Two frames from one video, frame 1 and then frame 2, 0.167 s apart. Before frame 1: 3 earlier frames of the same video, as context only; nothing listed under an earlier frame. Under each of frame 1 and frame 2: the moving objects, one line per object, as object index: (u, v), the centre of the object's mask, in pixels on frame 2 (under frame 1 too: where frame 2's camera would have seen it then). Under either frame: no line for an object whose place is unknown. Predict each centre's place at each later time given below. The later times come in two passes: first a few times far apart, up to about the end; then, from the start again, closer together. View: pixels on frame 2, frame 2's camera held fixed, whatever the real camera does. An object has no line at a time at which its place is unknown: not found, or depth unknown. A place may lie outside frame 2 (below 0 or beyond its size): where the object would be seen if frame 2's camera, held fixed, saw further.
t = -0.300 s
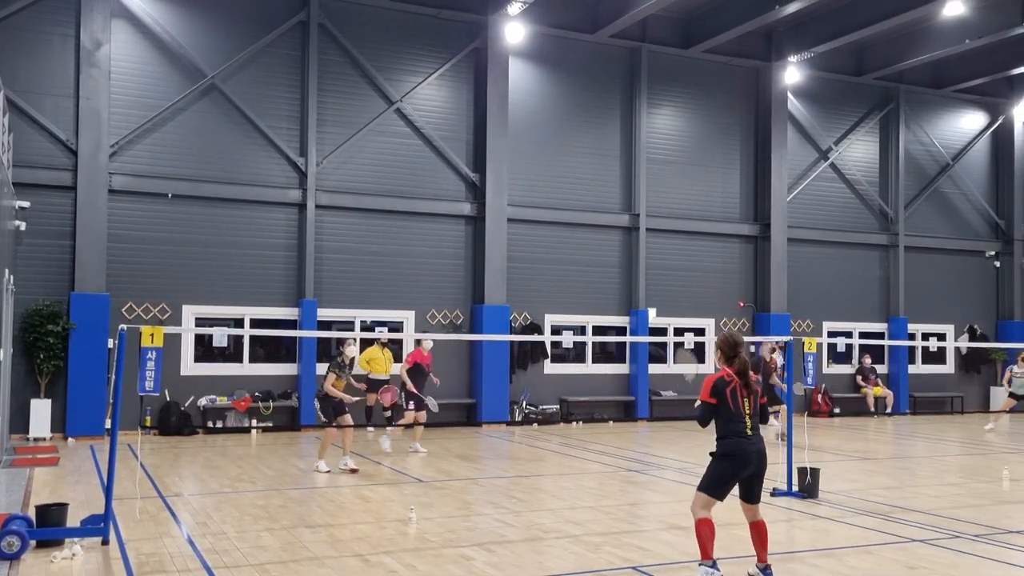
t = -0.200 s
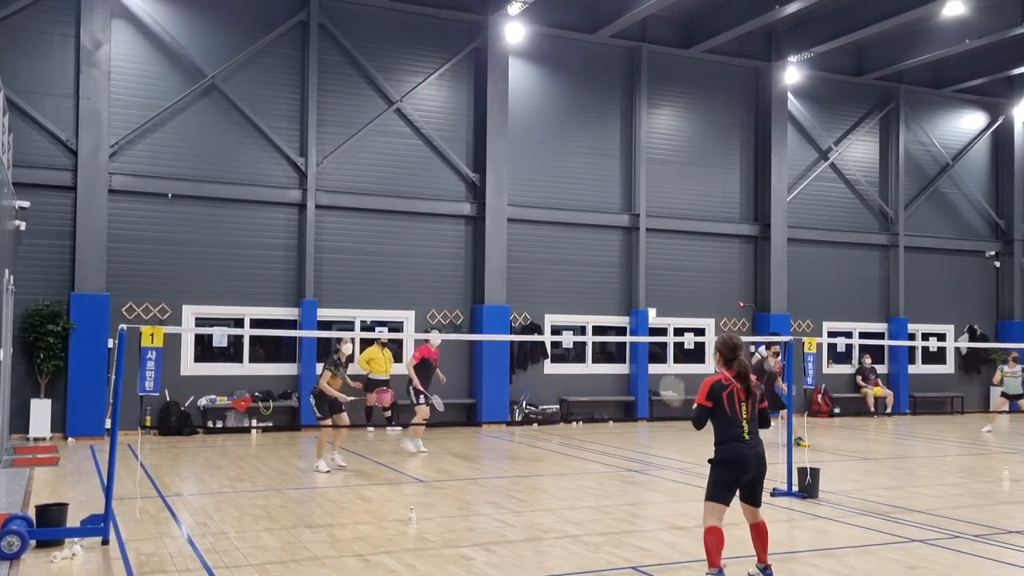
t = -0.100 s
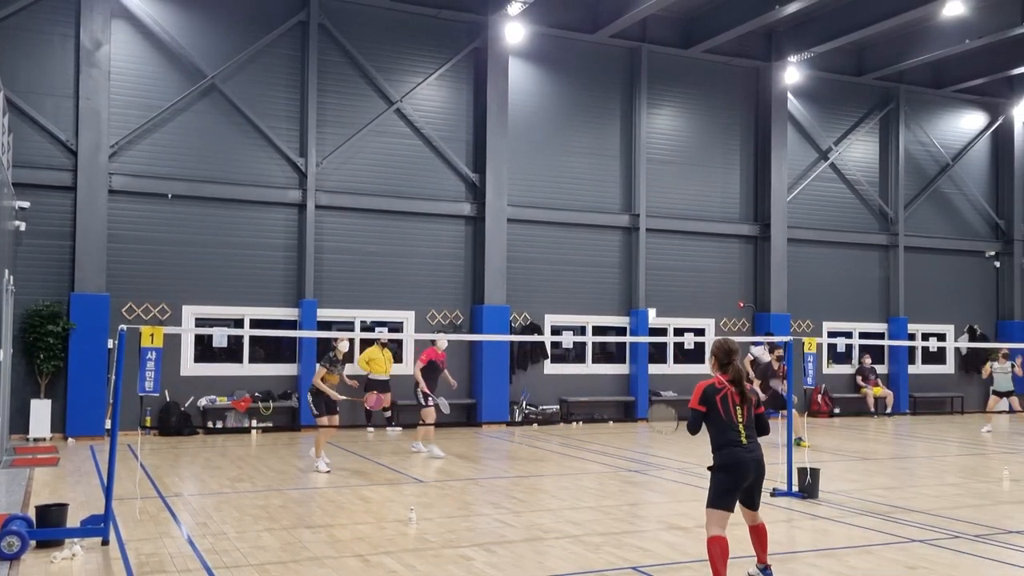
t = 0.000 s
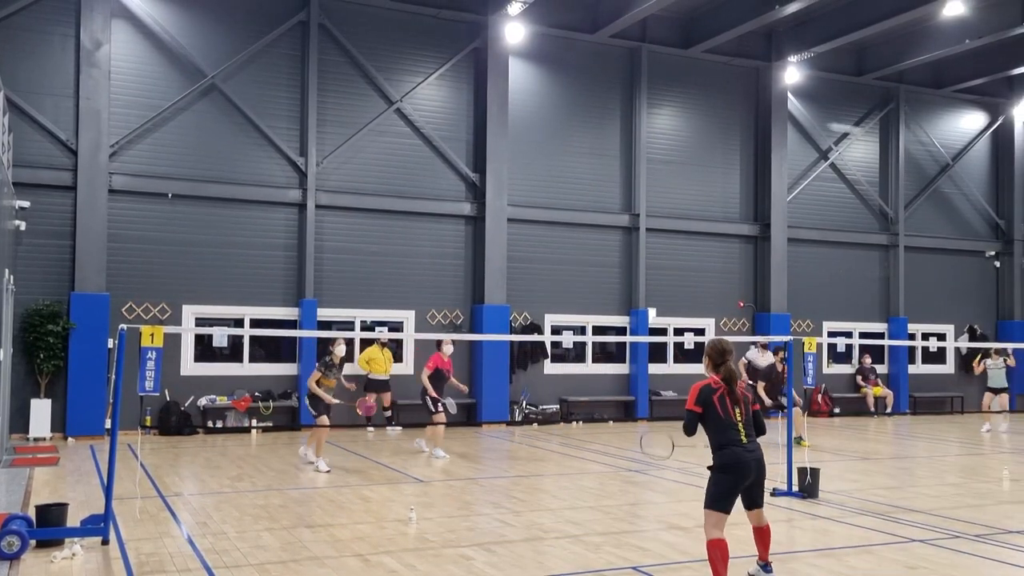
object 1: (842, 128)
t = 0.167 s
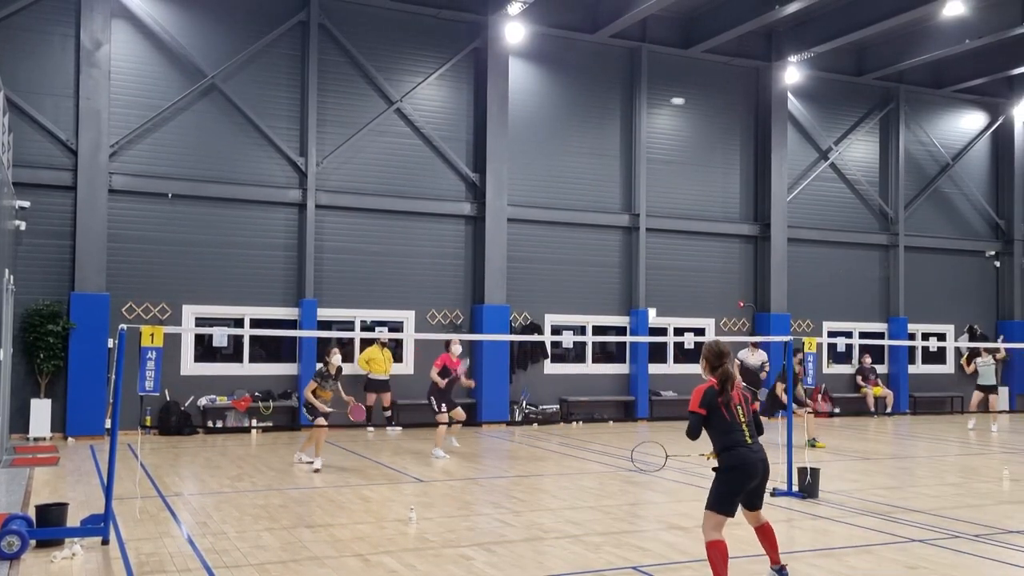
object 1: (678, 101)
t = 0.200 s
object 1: (659, 101)
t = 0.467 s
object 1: (574, 123)
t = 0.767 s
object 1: (523, 186)
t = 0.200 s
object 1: (659, 101)
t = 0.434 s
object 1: (582, 118)
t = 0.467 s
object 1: (574, 123)
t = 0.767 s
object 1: (523, 186)
